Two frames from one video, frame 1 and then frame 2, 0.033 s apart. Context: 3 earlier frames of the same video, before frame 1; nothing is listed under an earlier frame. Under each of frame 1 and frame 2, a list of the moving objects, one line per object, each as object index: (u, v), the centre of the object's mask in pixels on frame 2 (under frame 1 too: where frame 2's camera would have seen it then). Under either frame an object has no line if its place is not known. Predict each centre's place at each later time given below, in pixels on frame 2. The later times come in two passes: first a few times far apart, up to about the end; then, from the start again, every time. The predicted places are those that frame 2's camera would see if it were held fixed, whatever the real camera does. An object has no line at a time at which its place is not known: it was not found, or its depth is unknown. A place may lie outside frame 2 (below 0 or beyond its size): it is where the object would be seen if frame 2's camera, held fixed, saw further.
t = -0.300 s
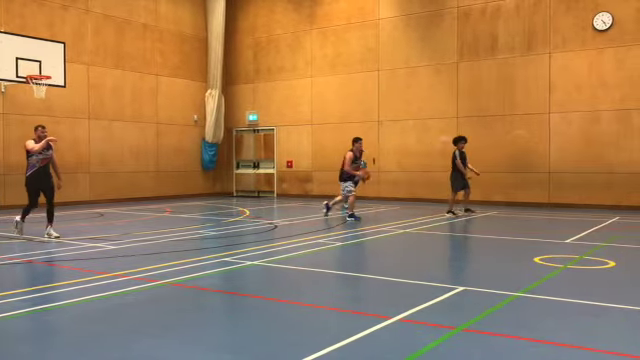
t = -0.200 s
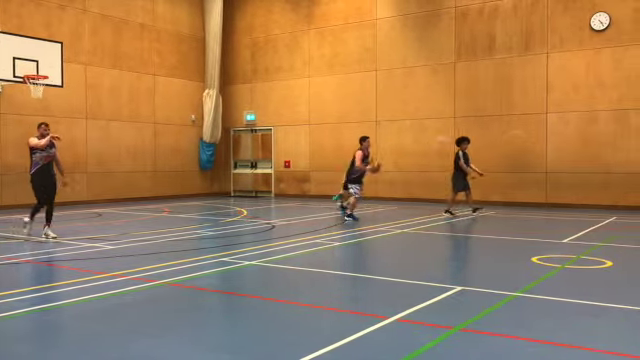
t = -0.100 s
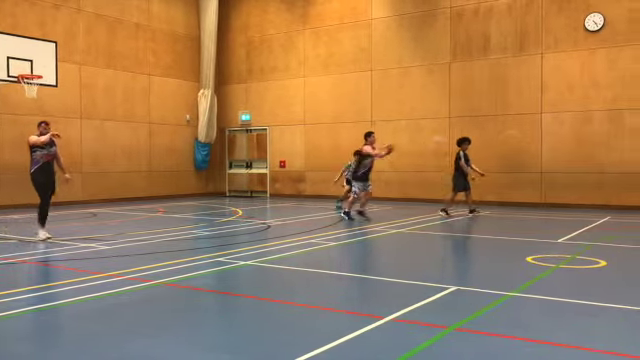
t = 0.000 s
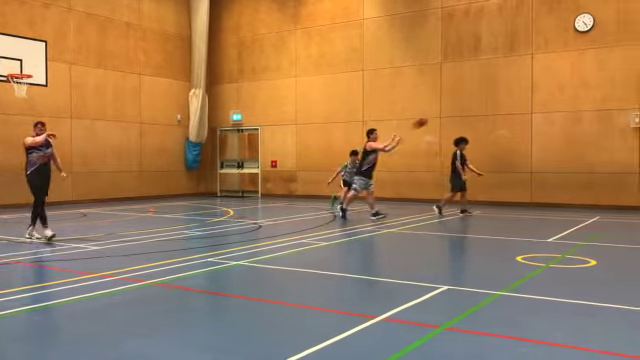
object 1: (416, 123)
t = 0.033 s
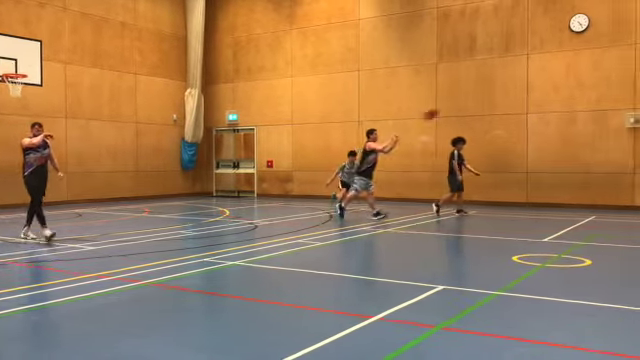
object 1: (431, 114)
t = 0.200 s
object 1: (509, 74)
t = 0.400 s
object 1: (608, 46)
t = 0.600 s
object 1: (715, 37)
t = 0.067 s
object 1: (446, 104)
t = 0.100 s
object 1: (462, 96)
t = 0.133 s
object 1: (477, 89)
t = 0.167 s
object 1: (493, 82)
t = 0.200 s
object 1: (509, 74)
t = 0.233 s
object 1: (525, 69)
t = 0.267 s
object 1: (541, 63)
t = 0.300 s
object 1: (558, 58)
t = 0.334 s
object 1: (574, 53)
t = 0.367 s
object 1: (591, 49)
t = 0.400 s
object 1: (608, 46)
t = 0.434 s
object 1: (625, 43)
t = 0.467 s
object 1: (643, 41)
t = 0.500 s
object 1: (662, 39)
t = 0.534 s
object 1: (679, 38)
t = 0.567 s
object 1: (698, 37)
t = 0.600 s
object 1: (715, 37)
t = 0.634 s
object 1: (734, 38)
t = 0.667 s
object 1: (751, 41)
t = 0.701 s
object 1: (768, 44)
